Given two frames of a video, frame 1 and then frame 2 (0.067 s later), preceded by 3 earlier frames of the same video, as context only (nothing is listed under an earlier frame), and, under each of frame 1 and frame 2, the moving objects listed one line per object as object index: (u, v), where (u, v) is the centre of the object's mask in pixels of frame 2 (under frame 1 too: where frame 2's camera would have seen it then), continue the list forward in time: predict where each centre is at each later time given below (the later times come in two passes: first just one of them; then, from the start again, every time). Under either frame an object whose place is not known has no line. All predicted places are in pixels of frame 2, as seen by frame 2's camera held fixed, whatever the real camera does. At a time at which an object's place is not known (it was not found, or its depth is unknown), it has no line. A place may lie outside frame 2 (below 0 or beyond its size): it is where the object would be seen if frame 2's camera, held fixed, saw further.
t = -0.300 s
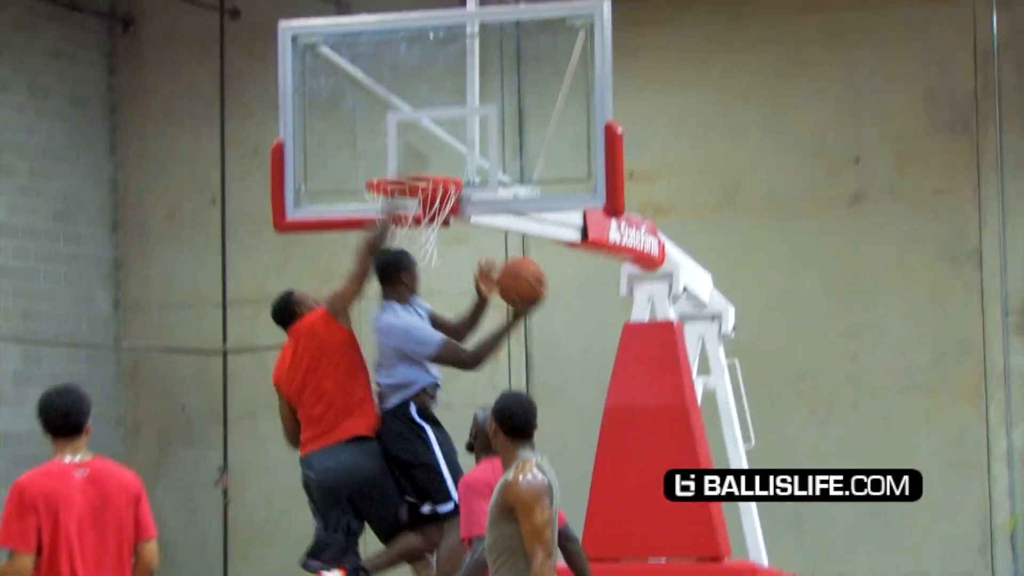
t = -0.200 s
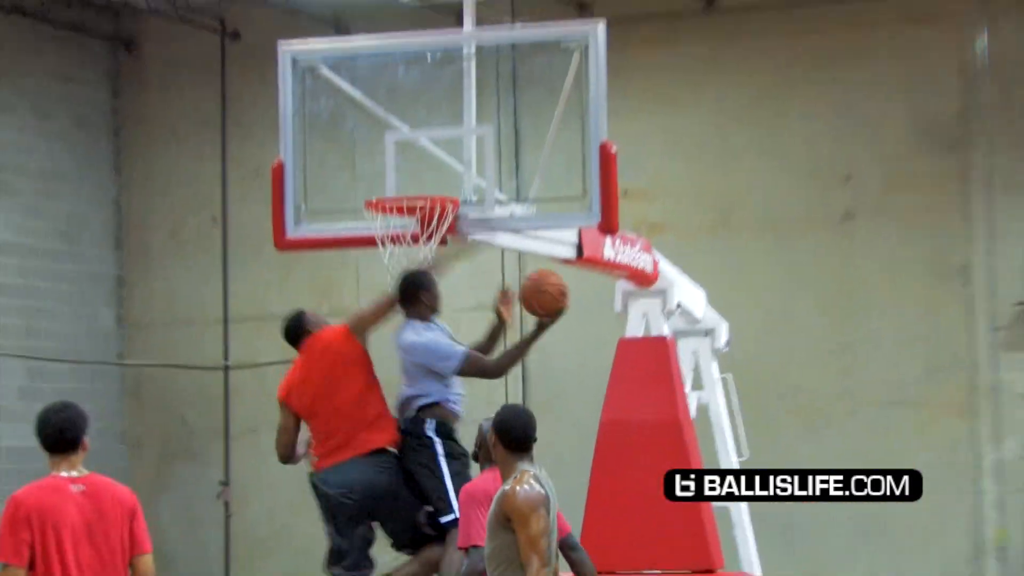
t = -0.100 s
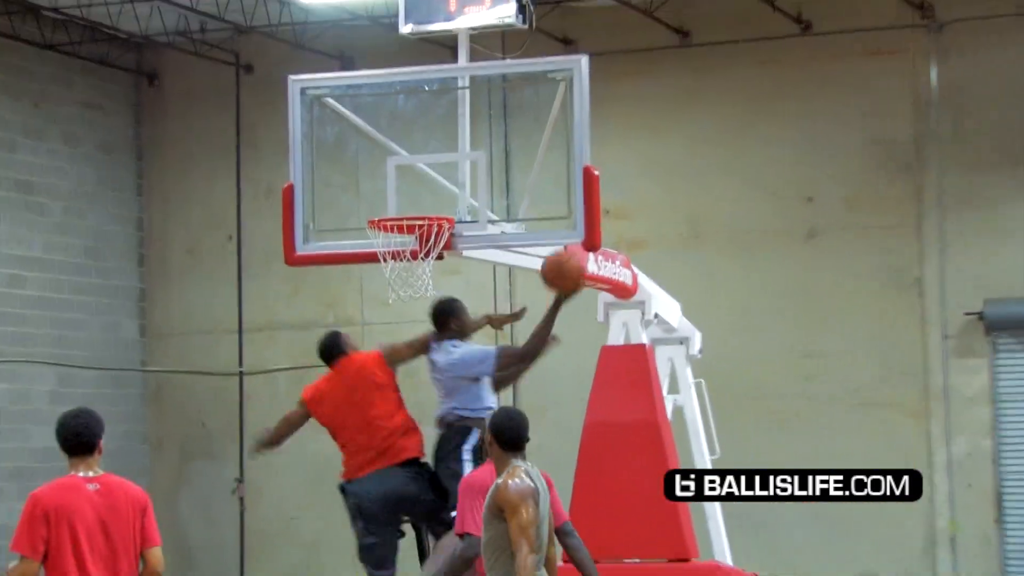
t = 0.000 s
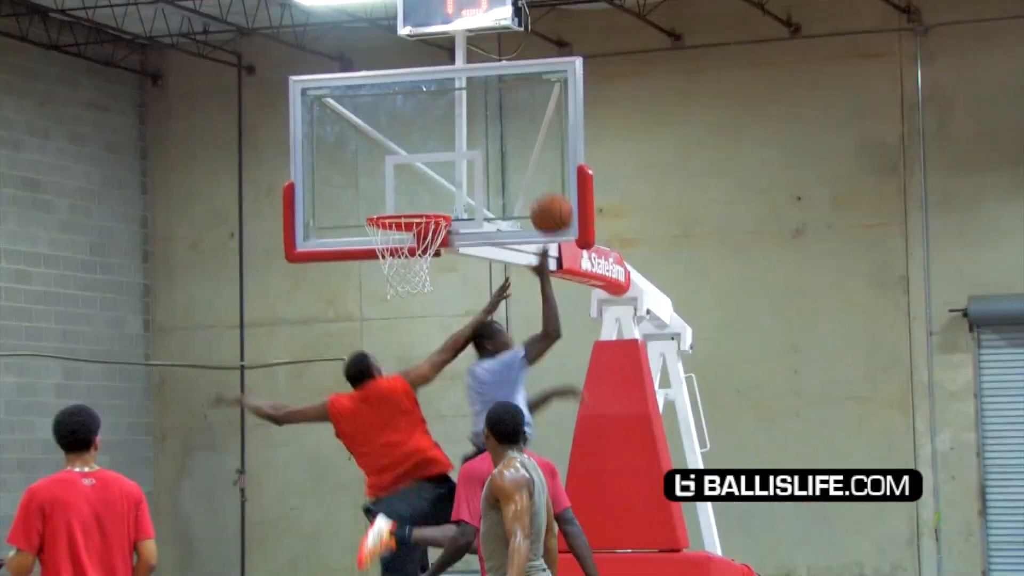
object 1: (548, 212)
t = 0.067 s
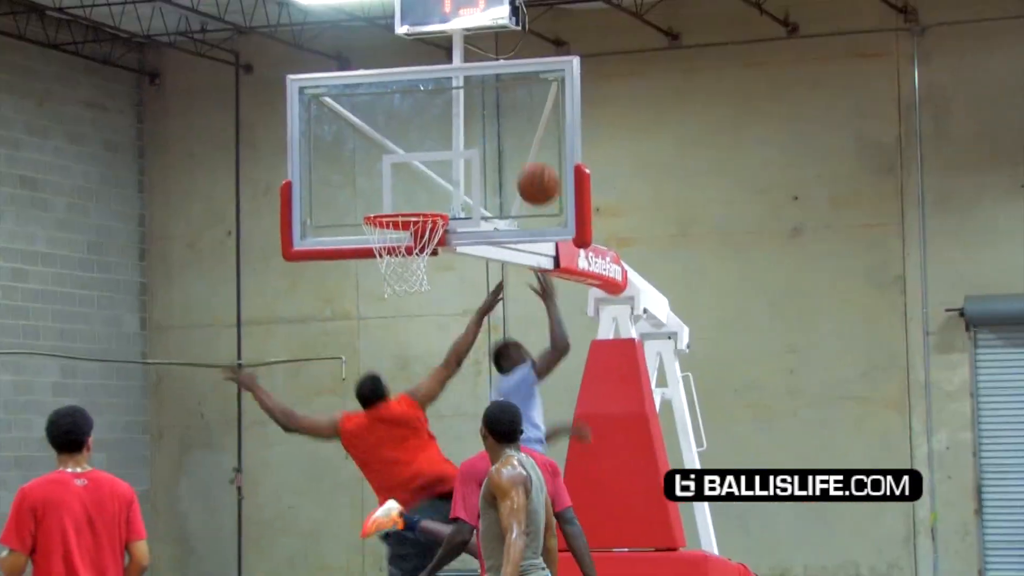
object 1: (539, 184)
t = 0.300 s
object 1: (498, 112)
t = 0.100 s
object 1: (532, 167)
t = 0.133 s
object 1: (528, 159)
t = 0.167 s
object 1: (522, 145)
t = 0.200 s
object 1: (514, 133)
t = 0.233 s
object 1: (508, 122)
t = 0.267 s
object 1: (504, 119)
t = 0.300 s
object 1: (498, 112)
